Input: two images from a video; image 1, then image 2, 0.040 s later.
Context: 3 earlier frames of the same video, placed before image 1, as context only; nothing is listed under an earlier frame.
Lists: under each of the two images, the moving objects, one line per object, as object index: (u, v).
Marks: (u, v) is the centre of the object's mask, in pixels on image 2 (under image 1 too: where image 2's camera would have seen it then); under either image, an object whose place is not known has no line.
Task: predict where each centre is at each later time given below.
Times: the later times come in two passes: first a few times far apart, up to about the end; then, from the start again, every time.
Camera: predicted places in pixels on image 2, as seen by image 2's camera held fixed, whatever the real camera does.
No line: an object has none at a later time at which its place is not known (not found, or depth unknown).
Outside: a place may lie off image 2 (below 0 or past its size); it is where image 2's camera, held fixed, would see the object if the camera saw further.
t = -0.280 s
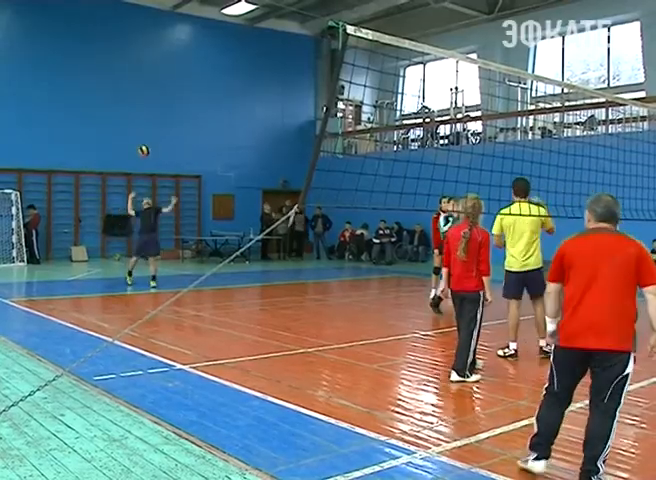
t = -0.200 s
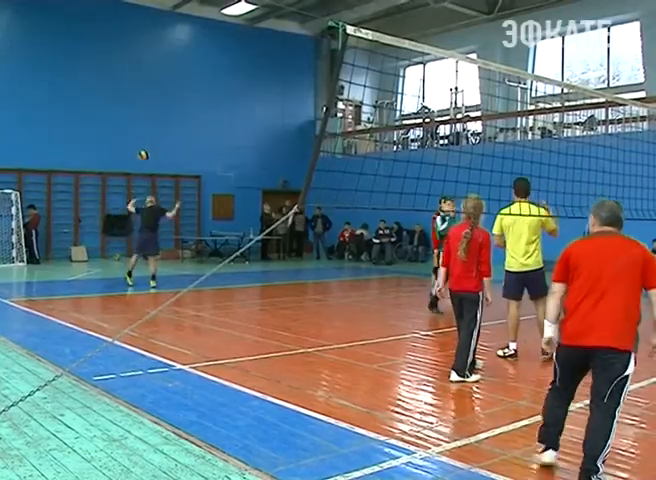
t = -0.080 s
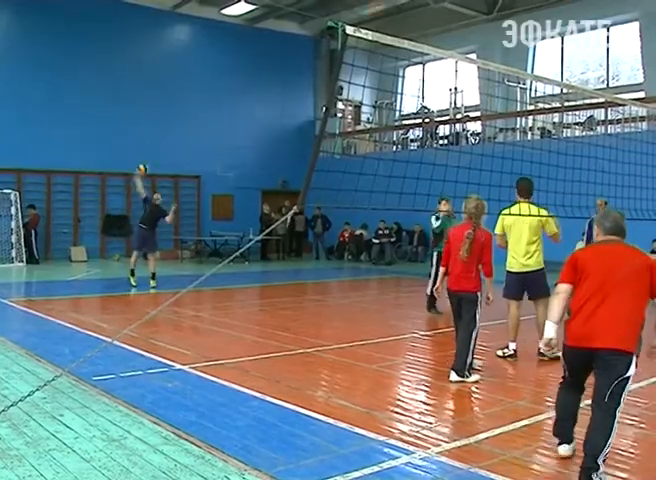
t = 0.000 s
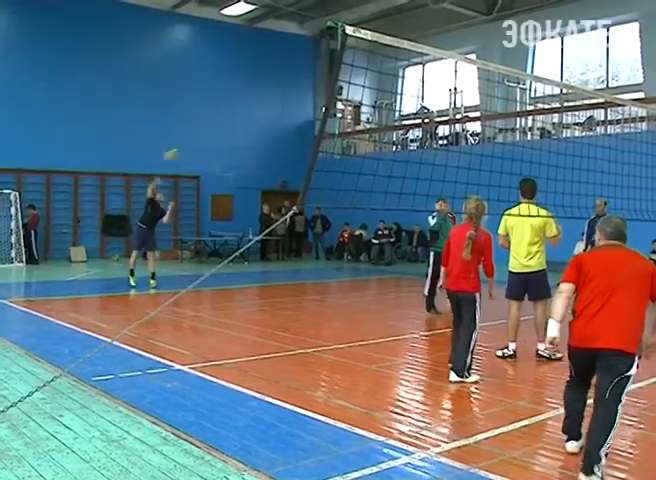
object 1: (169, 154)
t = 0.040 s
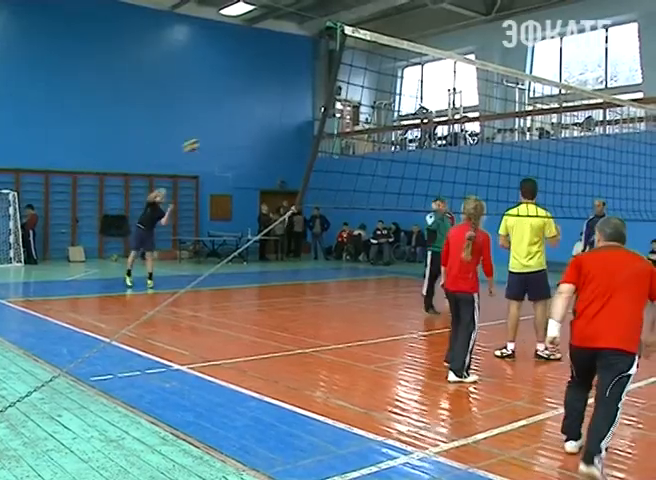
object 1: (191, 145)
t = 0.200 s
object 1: (288, 111)
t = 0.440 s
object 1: (502, 86)
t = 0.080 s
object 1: (211, 136)
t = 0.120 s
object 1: (236, 126)
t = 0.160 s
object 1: (261, 119)
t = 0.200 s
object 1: (288, 111)
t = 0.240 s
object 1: (317, 105)
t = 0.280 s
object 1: (349, 100)
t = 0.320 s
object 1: (385, 95)
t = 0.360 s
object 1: (421, 94)
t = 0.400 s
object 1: (460, 88)
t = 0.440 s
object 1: (502, 86)
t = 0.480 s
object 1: (550, 86)
